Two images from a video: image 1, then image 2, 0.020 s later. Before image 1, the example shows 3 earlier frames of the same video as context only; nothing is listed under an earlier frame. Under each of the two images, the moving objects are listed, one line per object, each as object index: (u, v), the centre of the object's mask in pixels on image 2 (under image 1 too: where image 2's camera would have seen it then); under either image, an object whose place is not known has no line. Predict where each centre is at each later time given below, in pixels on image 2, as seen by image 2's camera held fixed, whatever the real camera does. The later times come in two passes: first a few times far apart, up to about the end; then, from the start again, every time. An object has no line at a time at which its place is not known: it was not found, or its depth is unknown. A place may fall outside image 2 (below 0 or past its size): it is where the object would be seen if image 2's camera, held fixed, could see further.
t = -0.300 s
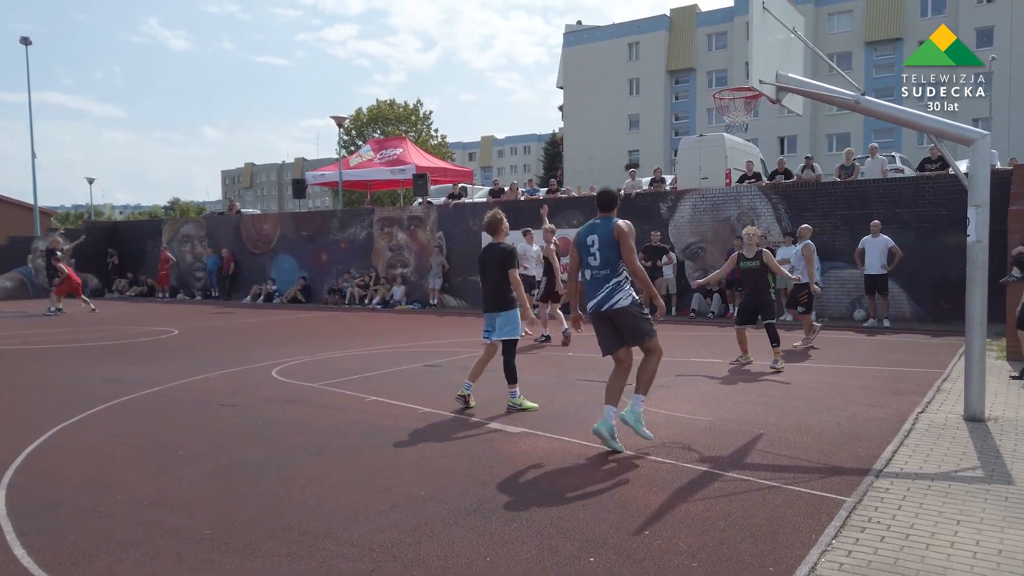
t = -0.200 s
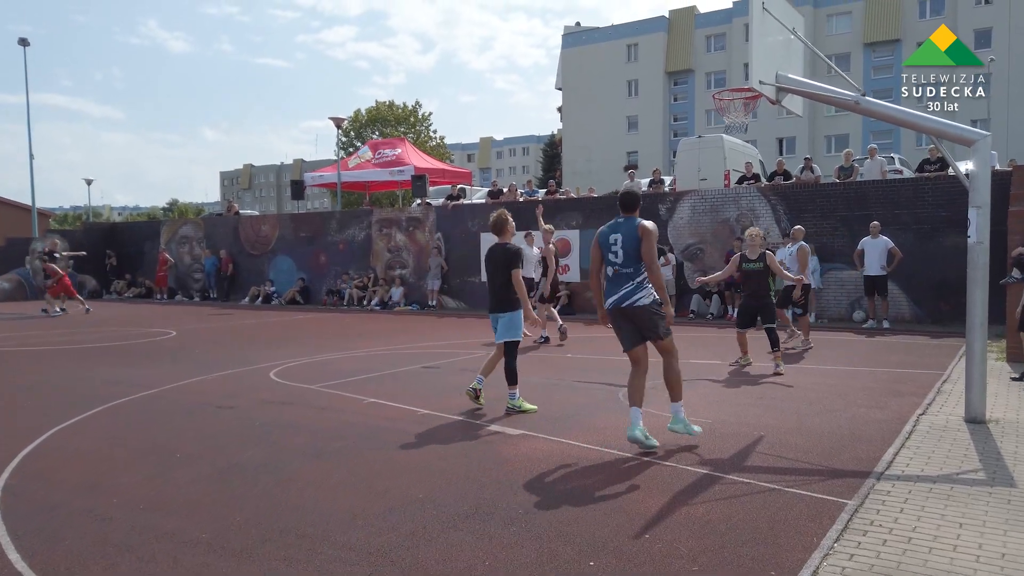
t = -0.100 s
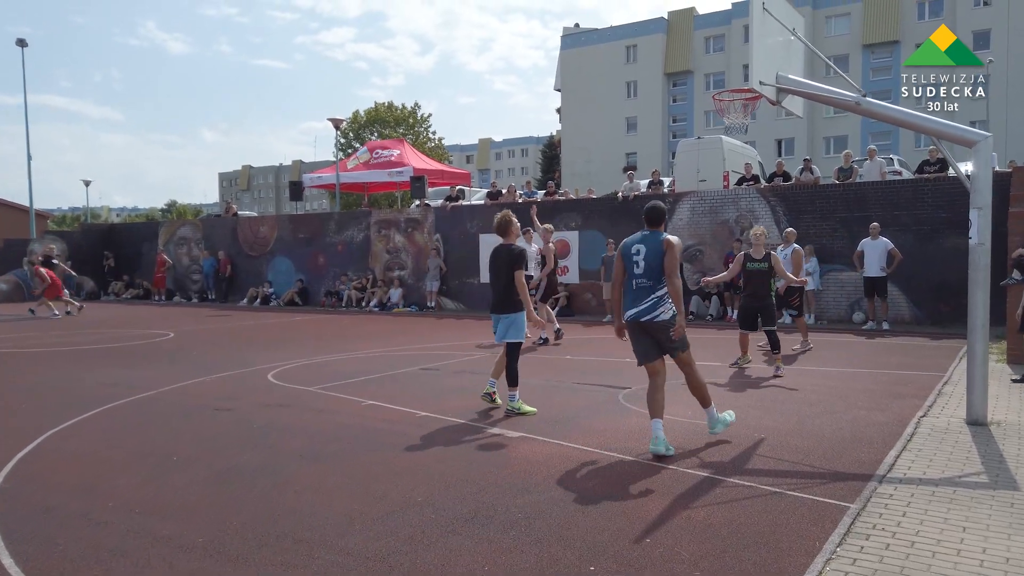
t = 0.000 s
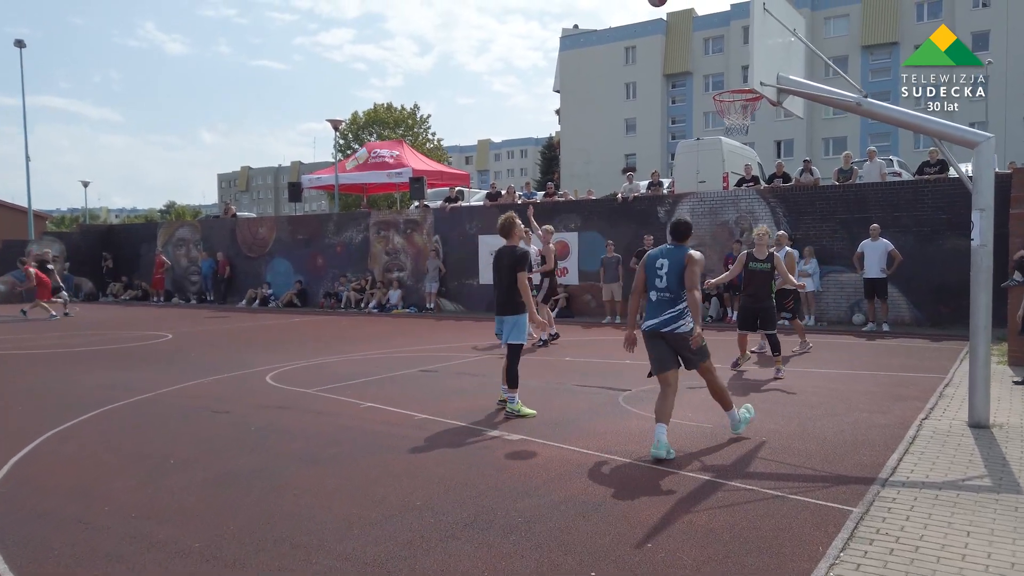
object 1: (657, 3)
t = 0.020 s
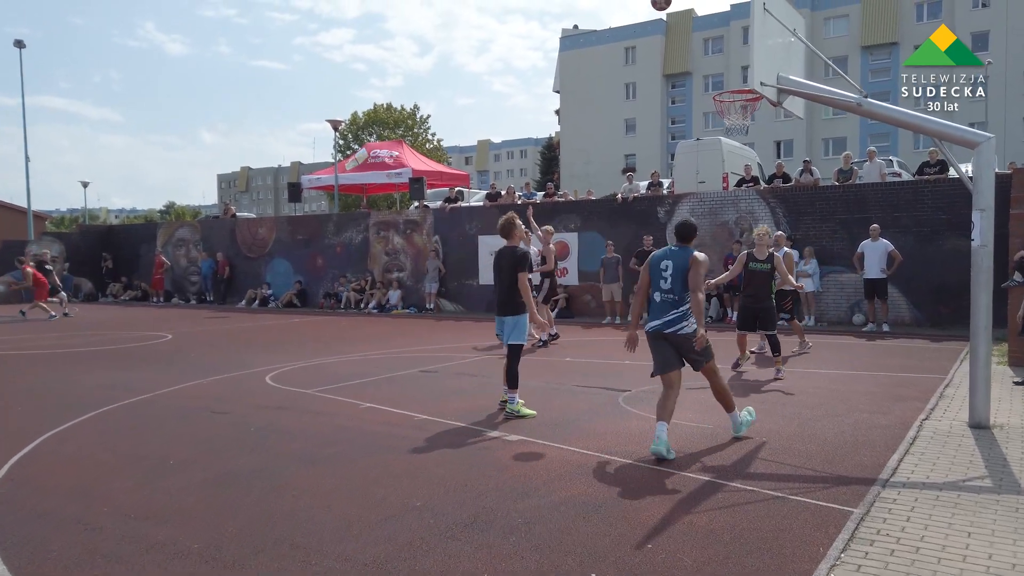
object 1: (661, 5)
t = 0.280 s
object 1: (713, 86)
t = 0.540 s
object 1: (679, 67)
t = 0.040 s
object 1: (664, 6)
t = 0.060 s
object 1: (668, 9)
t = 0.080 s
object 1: (672, 13)
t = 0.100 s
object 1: (676, 18)
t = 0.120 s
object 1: (680, 23)
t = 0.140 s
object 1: (684, 29)
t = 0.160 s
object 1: (688, 36)
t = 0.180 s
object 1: (692, 43)
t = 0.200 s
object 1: (696, 51)
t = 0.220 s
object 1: (700, 59)
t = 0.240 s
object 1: (705, 68)
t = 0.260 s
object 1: (709, 77)
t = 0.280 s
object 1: (713, 86)
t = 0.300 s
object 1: (713, 89)
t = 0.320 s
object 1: (710, 86)
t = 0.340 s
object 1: (708, 83)
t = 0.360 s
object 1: (705, 79)
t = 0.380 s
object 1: (702, 77)
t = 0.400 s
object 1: (699, 74)
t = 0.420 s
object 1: (696, 72)
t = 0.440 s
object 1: (693, 70)
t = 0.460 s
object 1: (690, 69)
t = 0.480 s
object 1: (688, 68)
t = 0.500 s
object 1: (685, 67)
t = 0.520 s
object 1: (682, 67)
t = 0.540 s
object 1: (679, 67)
